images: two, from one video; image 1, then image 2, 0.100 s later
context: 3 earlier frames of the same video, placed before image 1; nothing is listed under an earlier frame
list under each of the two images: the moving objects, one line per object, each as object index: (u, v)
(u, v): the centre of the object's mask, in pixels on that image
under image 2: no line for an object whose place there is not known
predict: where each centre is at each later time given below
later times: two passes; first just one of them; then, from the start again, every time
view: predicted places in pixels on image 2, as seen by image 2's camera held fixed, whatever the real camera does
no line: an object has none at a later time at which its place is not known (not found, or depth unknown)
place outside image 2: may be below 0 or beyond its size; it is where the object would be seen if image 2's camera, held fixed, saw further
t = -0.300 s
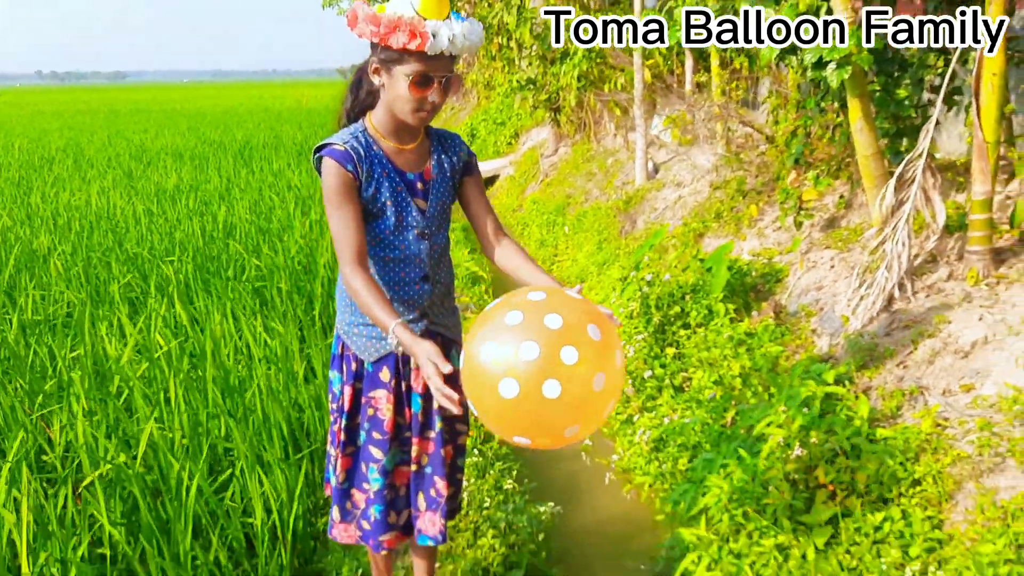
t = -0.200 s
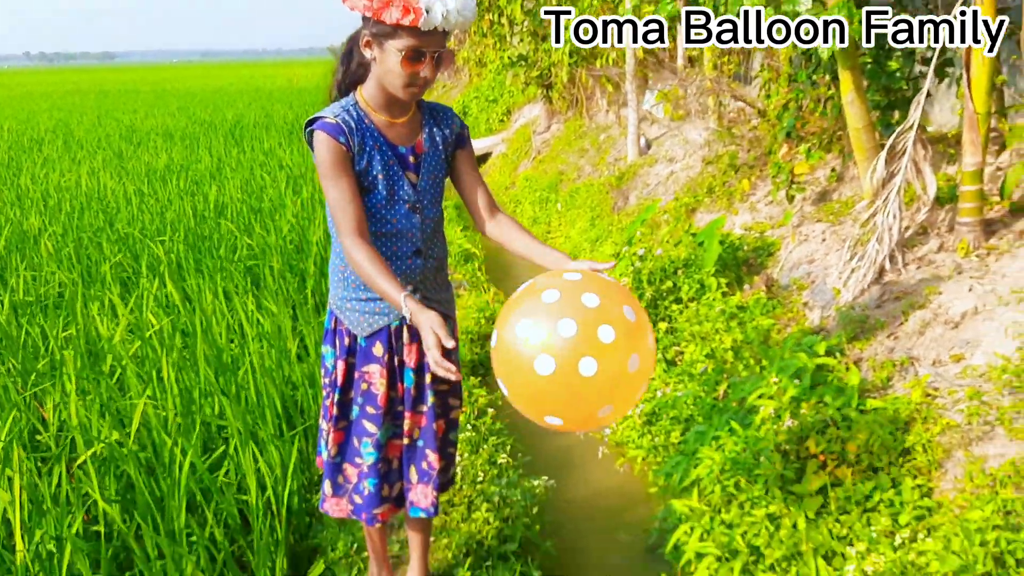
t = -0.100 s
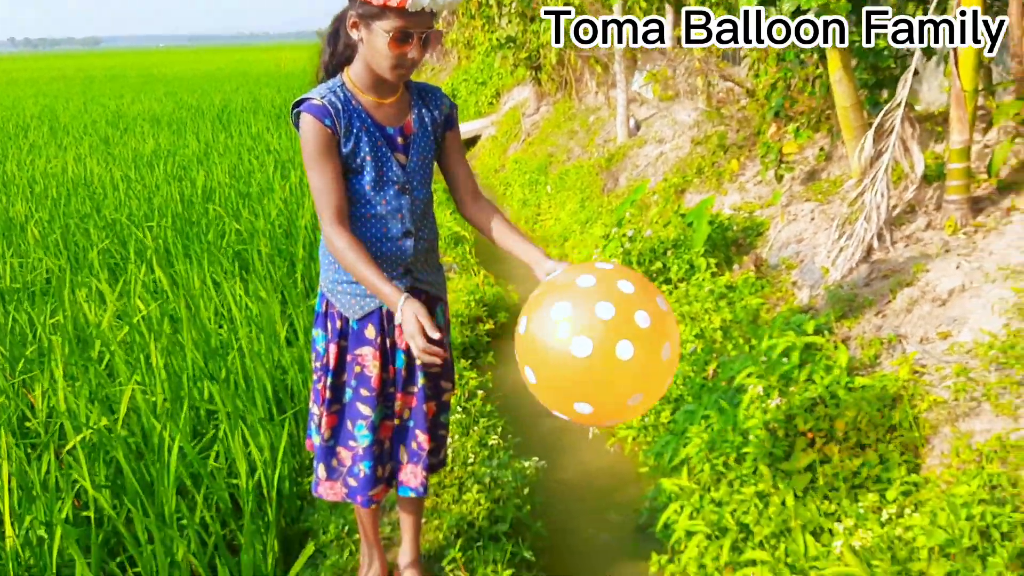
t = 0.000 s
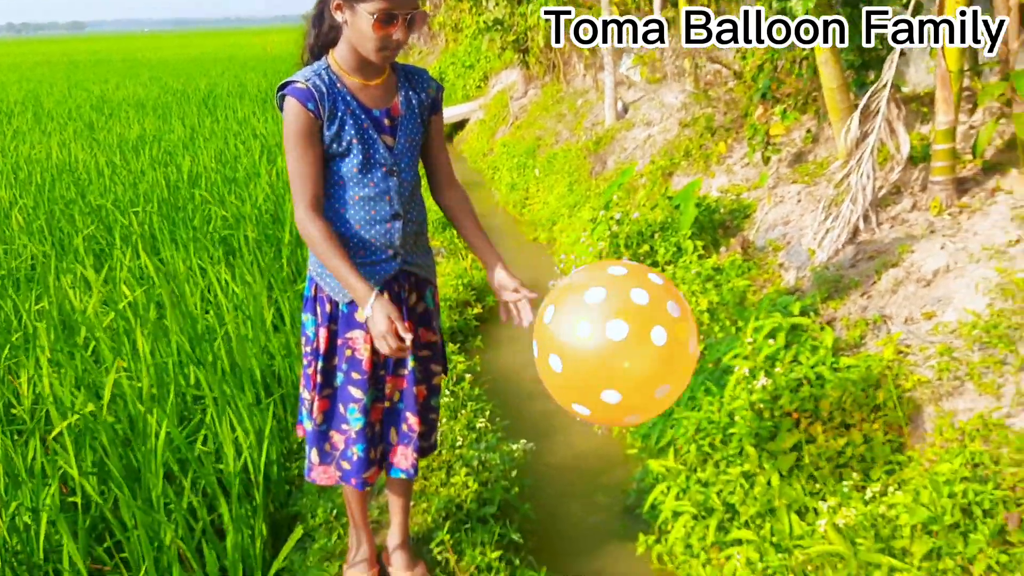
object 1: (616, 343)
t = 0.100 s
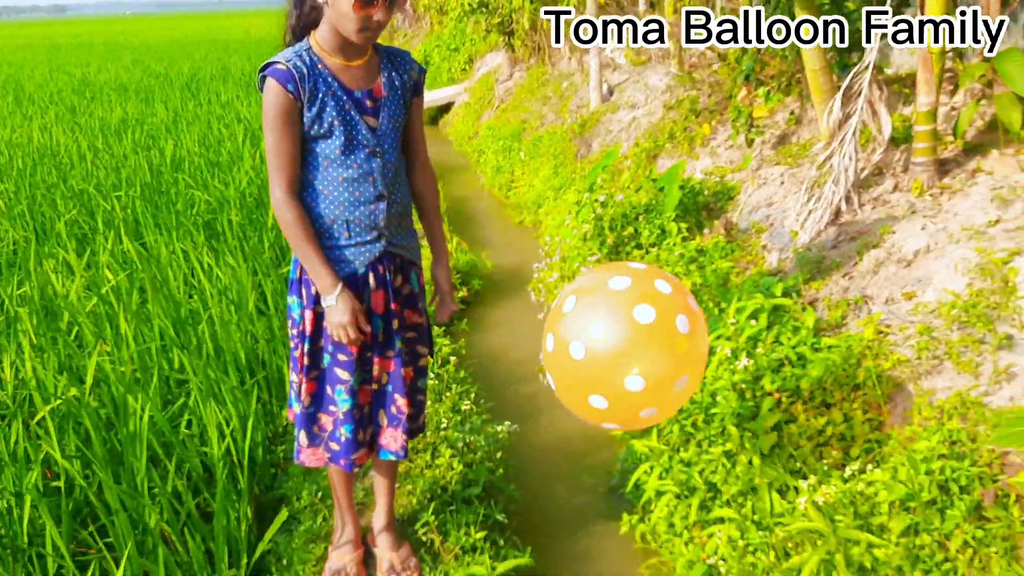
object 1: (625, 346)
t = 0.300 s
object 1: (664, 405)
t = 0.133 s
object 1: (633, 354)
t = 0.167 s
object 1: (640, 364)
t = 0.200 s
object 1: (647, 373)
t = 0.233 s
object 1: (653, 383)
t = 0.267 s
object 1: (659, 394)
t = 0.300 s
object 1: (664, 405)
